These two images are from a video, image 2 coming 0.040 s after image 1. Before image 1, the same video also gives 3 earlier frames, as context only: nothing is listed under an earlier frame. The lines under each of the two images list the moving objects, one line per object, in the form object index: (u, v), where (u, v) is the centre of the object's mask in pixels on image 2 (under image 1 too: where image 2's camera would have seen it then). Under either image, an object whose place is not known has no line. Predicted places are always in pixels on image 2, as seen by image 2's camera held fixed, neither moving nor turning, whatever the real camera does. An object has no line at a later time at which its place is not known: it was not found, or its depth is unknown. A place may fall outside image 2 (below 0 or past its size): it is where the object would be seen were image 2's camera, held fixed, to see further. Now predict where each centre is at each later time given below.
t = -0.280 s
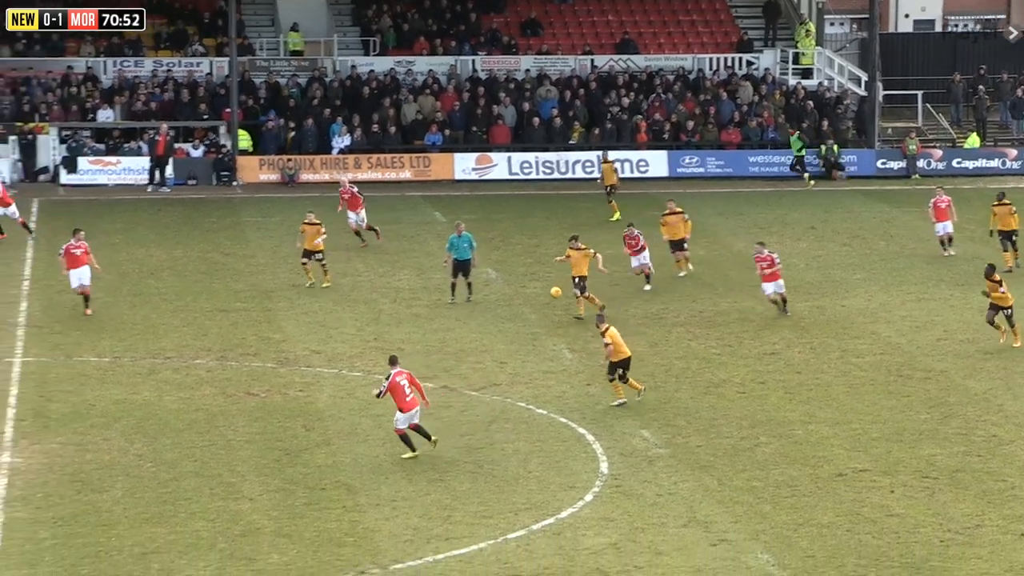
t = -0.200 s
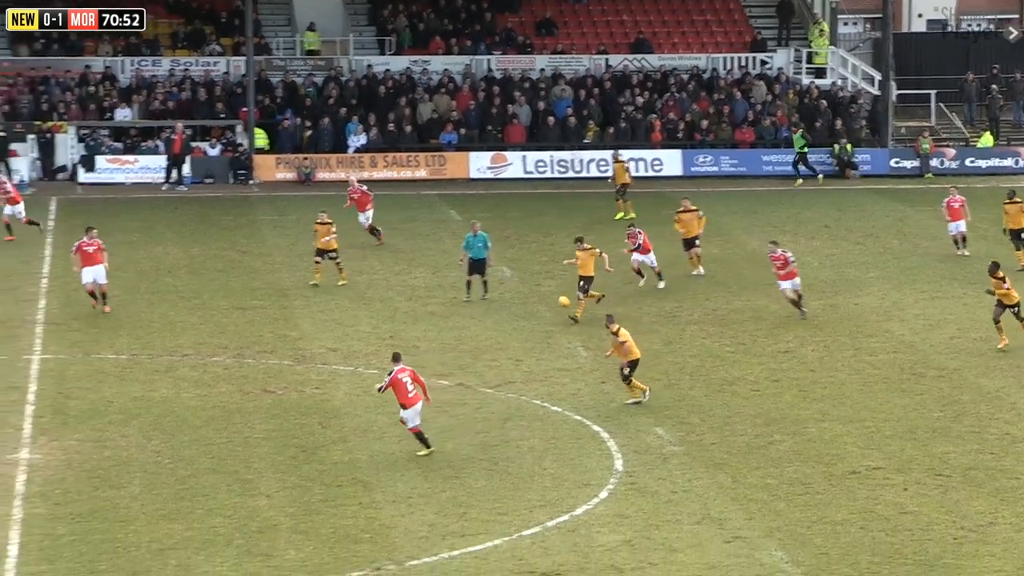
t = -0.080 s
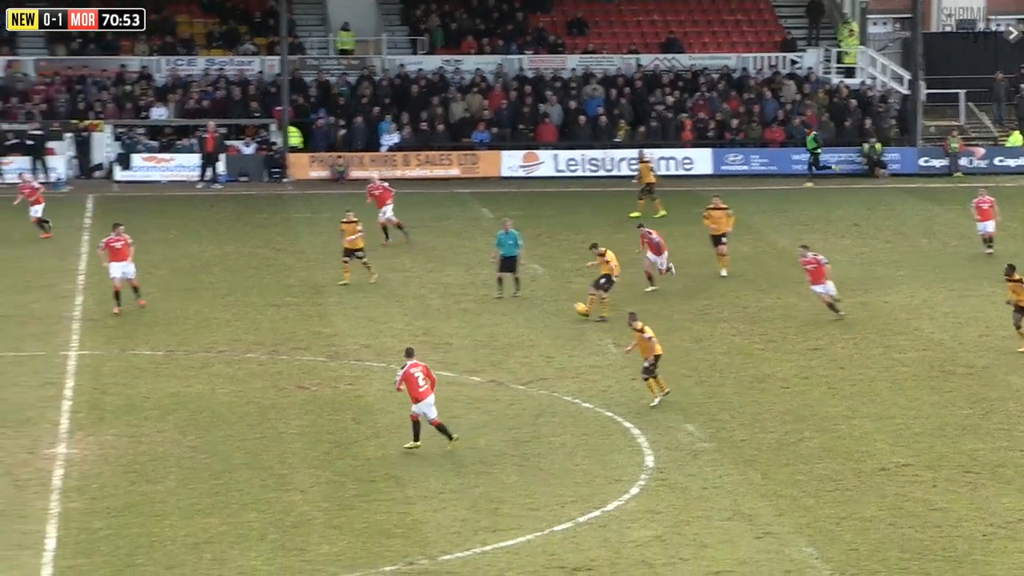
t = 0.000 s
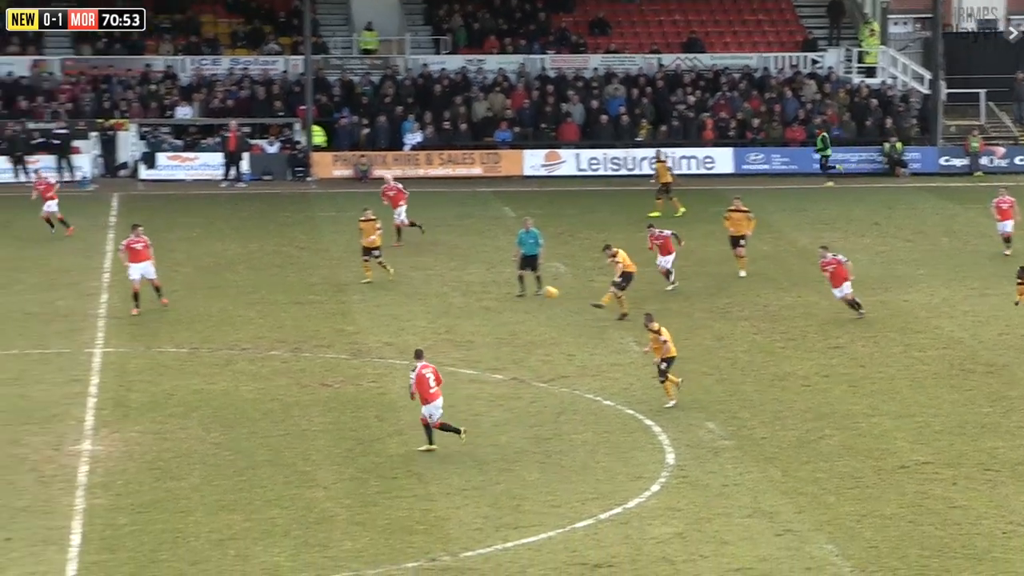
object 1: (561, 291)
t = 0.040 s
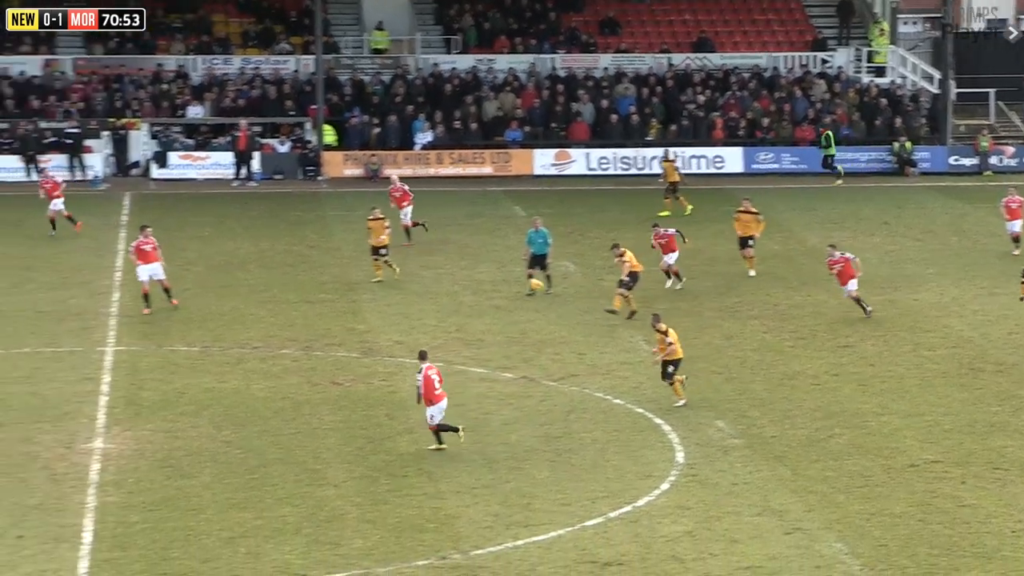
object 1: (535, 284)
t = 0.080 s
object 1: (509, 278)
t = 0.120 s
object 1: (483, 274)
